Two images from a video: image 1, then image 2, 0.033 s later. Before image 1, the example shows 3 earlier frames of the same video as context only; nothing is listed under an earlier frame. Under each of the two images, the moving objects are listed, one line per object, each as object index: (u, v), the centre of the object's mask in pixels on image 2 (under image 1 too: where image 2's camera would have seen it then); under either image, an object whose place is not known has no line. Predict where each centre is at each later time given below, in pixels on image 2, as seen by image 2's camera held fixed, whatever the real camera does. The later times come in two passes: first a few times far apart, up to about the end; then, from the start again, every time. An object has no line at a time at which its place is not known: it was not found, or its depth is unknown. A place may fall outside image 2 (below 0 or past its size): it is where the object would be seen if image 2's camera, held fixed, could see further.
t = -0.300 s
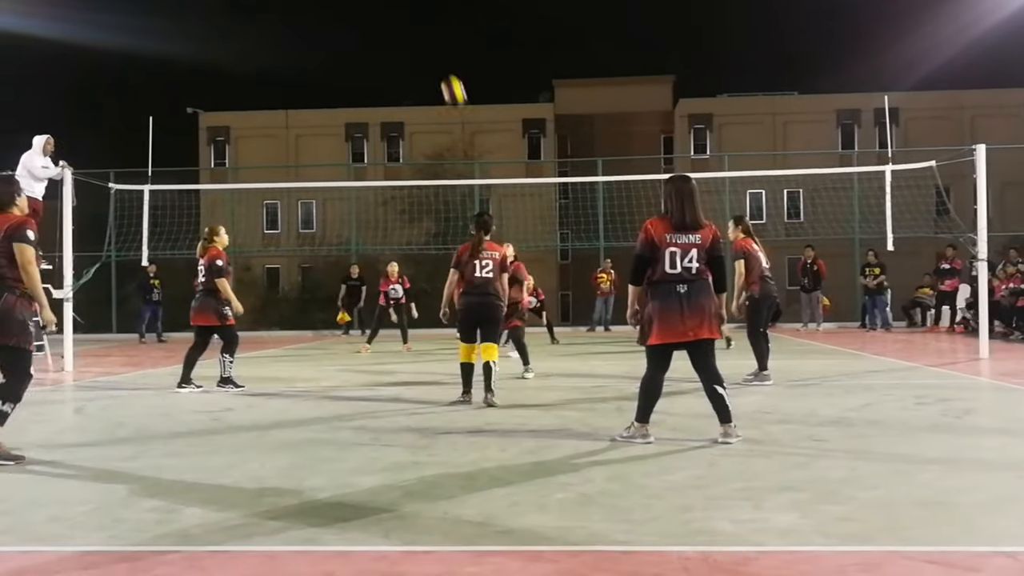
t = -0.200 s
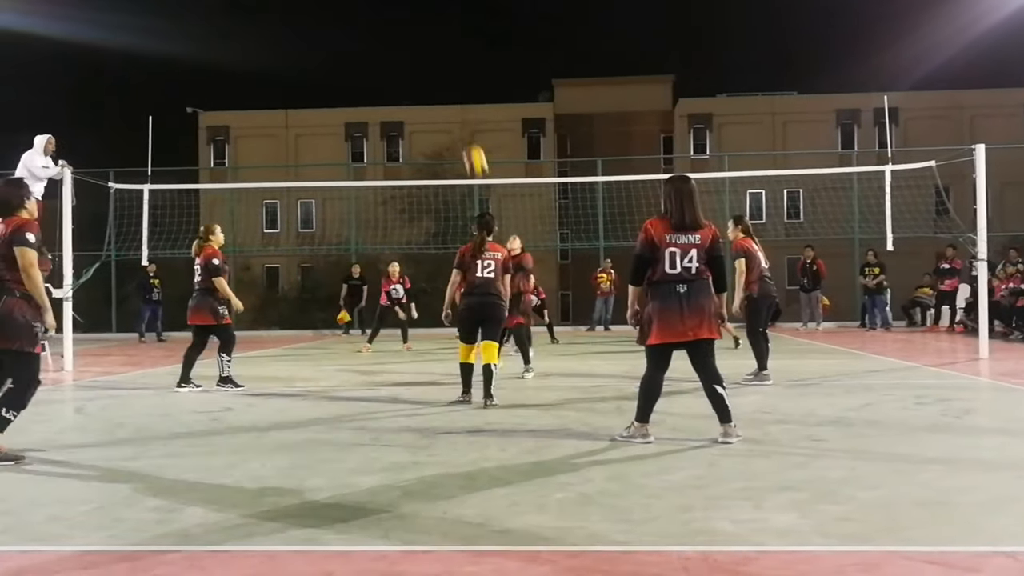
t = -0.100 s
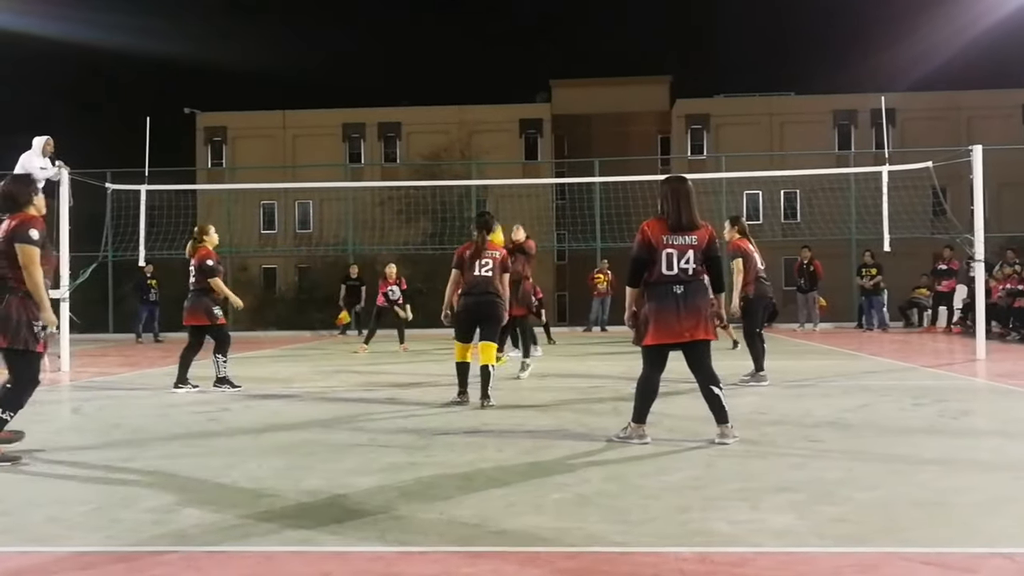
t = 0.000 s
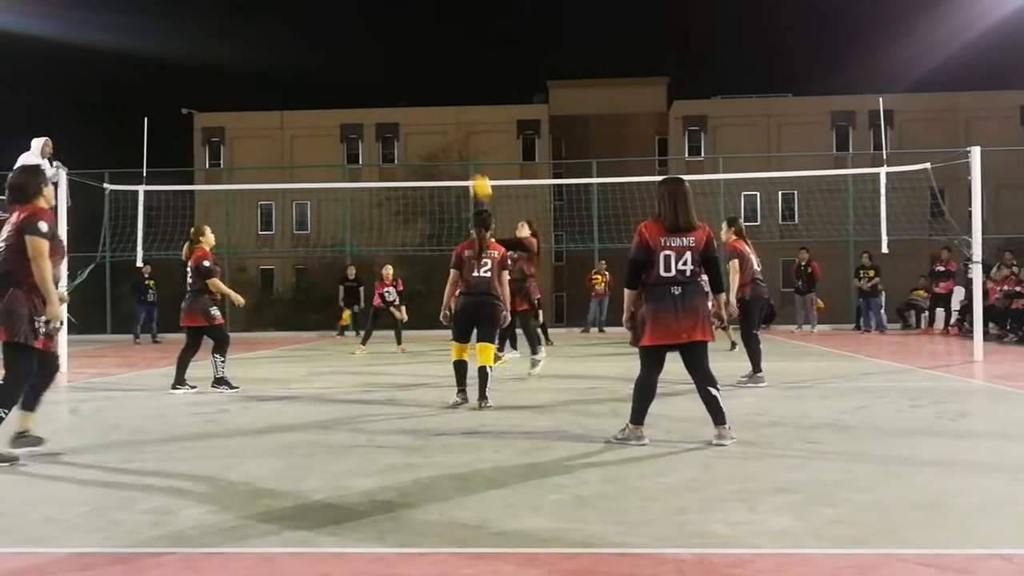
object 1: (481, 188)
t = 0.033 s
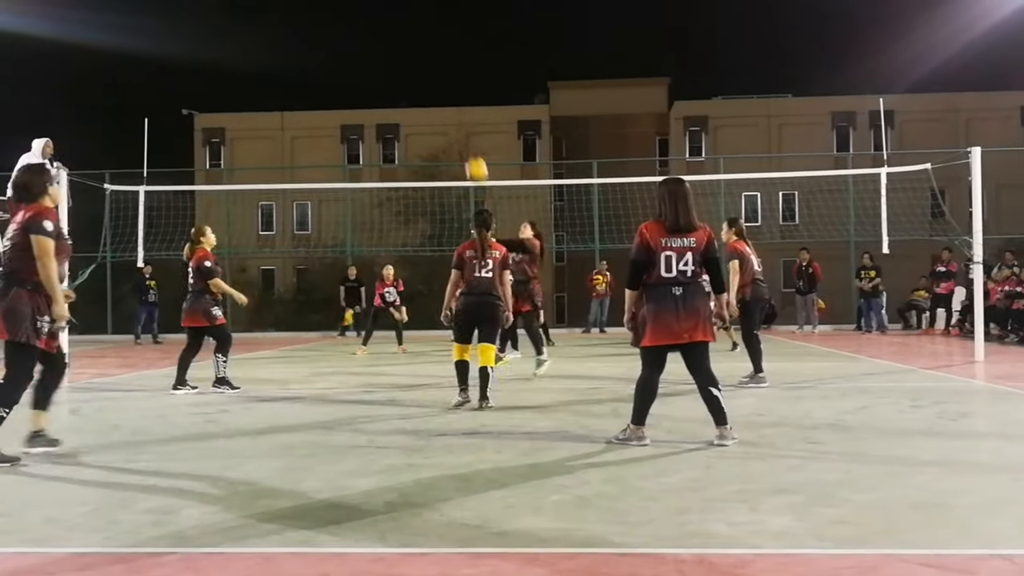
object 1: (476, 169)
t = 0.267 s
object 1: (449, 75)
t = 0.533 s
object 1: (420, 32)
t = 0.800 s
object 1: (394, 65)
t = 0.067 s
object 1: (473, 153)
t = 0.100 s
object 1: (468, 139)
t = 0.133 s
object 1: (464, 123)
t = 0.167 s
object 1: (461, 110)
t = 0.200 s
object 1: (457, 97)
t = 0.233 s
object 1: (453, 86)
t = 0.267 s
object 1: (449, 75)
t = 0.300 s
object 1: (445, 66)
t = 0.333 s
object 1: (442, 58)
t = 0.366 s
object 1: (439, 51)
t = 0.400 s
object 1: (436, 44)
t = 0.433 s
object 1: (433, 39)
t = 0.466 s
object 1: (428, 36)
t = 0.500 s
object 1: (424, 33)
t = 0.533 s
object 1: (420, 32)
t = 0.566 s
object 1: (416, 31)
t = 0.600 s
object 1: (413, 32)
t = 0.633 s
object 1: (410, 35)
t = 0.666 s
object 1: (408, 39)
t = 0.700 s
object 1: (404, 43)
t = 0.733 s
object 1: (401, 49)
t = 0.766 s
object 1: (398, 57)
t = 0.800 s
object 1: (394, 65)
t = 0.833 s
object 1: (391, 76)
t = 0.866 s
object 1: (387, 87)
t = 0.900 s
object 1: (385, 98)
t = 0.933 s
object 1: (382, 112)
